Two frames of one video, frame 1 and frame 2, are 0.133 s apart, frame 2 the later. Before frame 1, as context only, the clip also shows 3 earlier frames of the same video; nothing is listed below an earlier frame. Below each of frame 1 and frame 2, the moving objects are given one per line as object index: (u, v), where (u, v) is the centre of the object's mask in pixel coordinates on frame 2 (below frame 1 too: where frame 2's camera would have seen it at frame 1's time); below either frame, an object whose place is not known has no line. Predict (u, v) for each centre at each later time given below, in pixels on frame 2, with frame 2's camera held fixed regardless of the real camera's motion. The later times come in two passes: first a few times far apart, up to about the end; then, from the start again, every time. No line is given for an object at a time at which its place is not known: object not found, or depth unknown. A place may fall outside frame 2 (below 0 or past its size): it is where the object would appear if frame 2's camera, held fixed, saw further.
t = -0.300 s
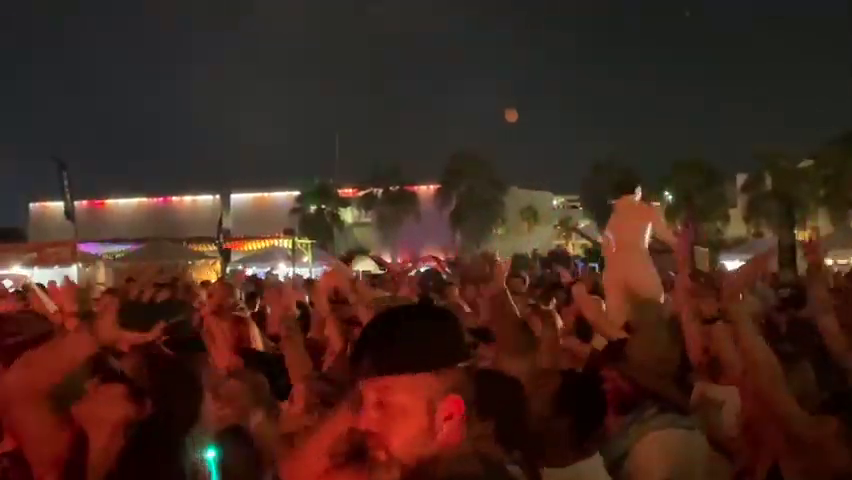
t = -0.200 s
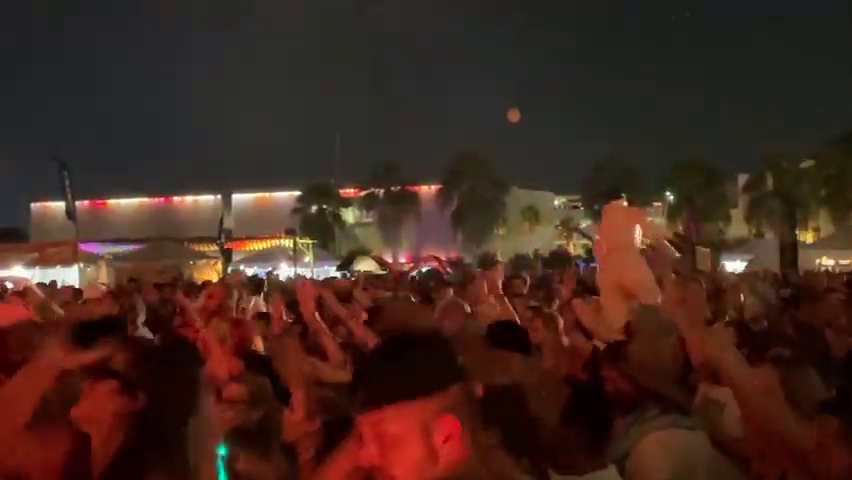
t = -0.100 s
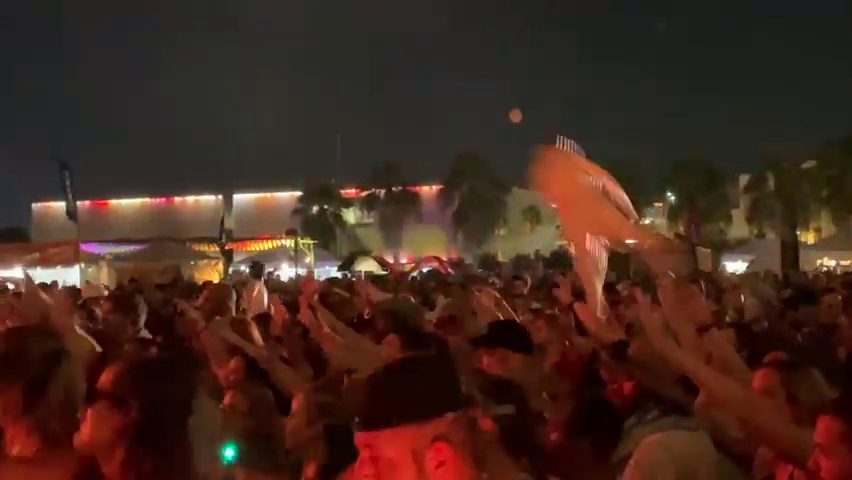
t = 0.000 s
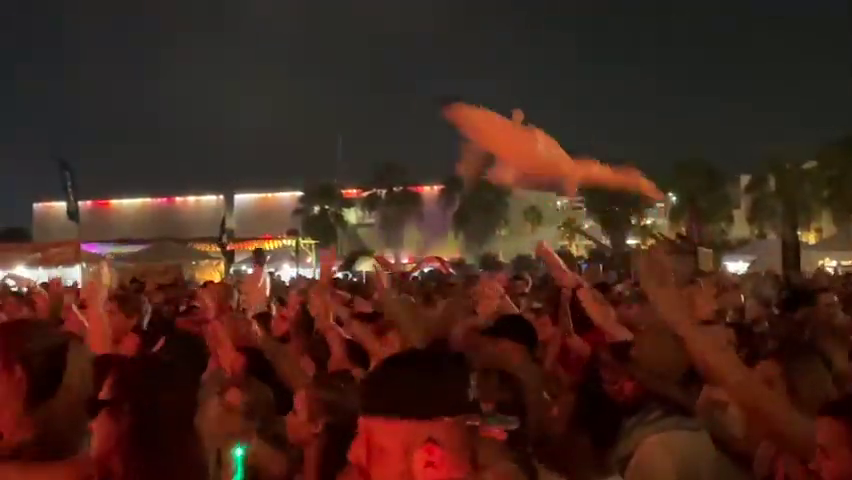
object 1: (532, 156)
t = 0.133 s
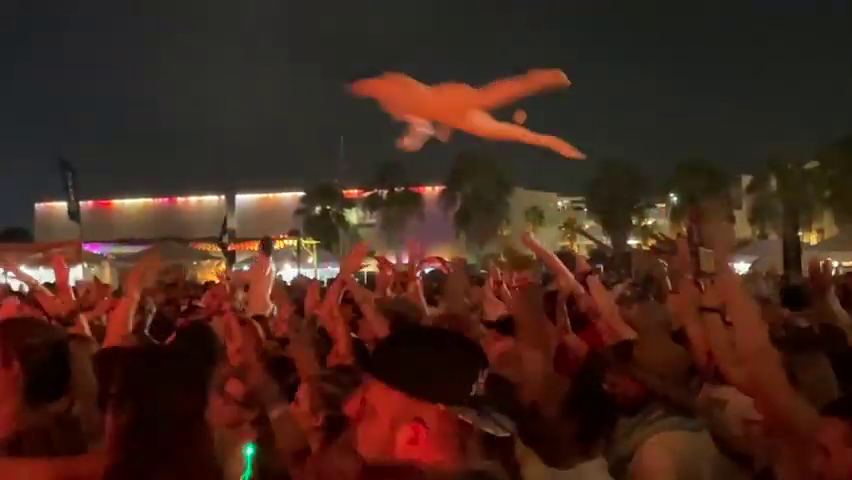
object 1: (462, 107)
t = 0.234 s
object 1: (404, 93)
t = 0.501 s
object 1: (286, 122)
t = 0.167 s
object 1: (442, 101)
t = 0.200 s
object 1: (425, 96)
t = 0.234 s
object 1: (404, 93)
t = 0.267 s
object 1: (388, 93)
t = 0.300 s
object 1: (372, 94)
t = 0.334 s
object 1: (357, 96)
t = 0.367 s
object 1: (341, 101)
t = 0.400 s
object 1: (327, 106)
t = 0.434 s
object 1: (313, 110)
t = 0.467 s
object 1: (300, 114)
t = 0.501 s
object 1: (286, 122)
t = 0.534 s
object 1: (271, 129)
